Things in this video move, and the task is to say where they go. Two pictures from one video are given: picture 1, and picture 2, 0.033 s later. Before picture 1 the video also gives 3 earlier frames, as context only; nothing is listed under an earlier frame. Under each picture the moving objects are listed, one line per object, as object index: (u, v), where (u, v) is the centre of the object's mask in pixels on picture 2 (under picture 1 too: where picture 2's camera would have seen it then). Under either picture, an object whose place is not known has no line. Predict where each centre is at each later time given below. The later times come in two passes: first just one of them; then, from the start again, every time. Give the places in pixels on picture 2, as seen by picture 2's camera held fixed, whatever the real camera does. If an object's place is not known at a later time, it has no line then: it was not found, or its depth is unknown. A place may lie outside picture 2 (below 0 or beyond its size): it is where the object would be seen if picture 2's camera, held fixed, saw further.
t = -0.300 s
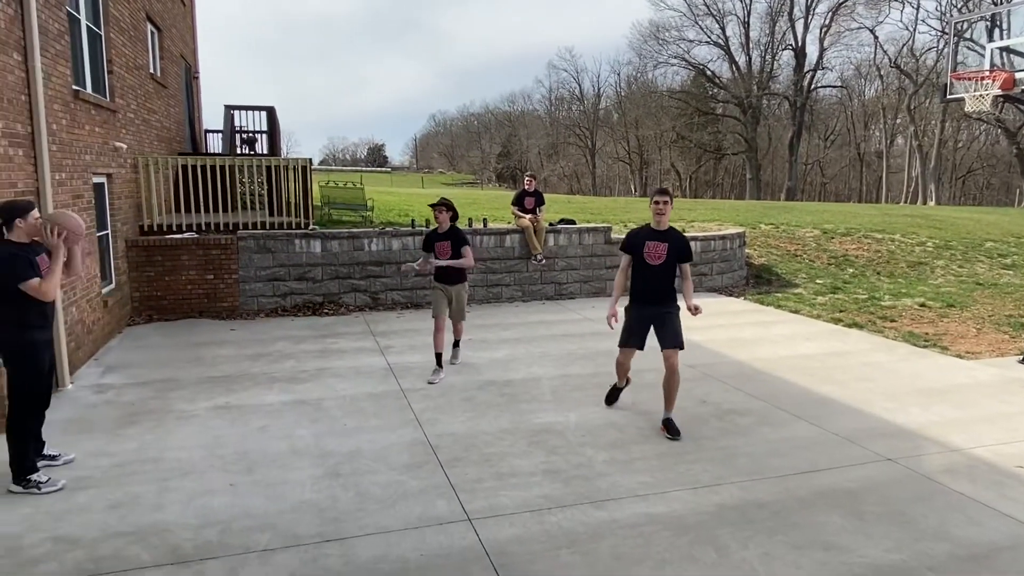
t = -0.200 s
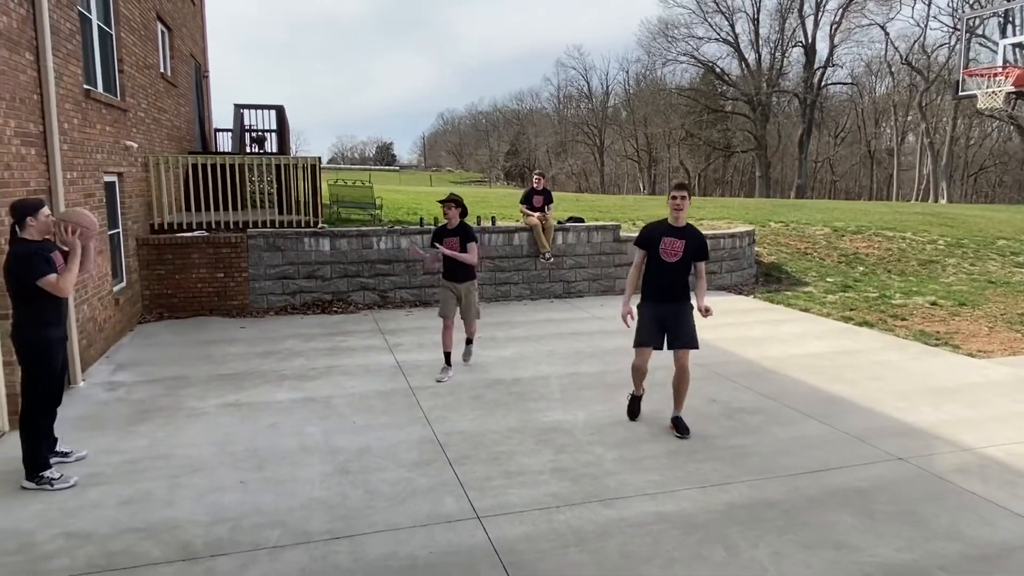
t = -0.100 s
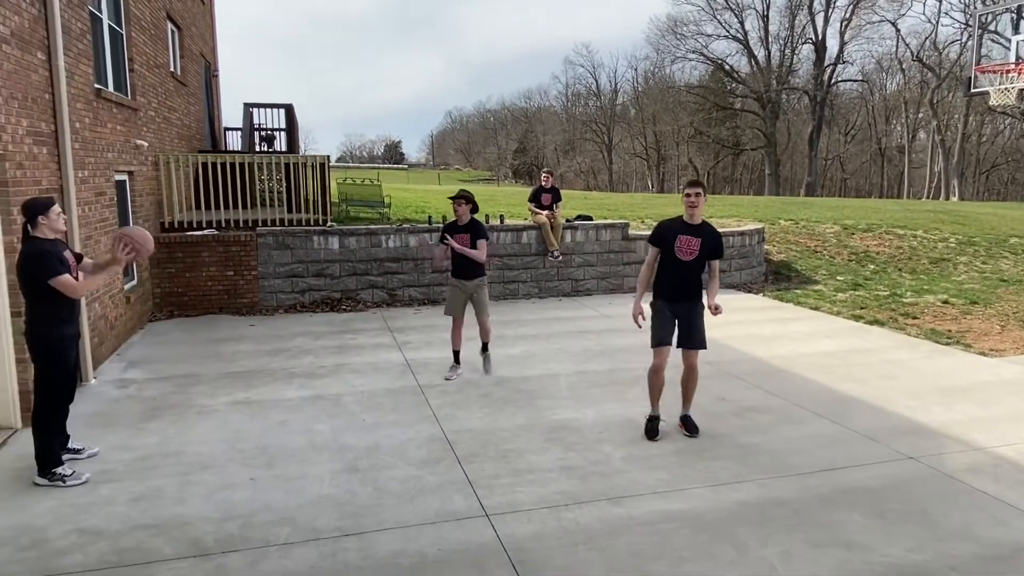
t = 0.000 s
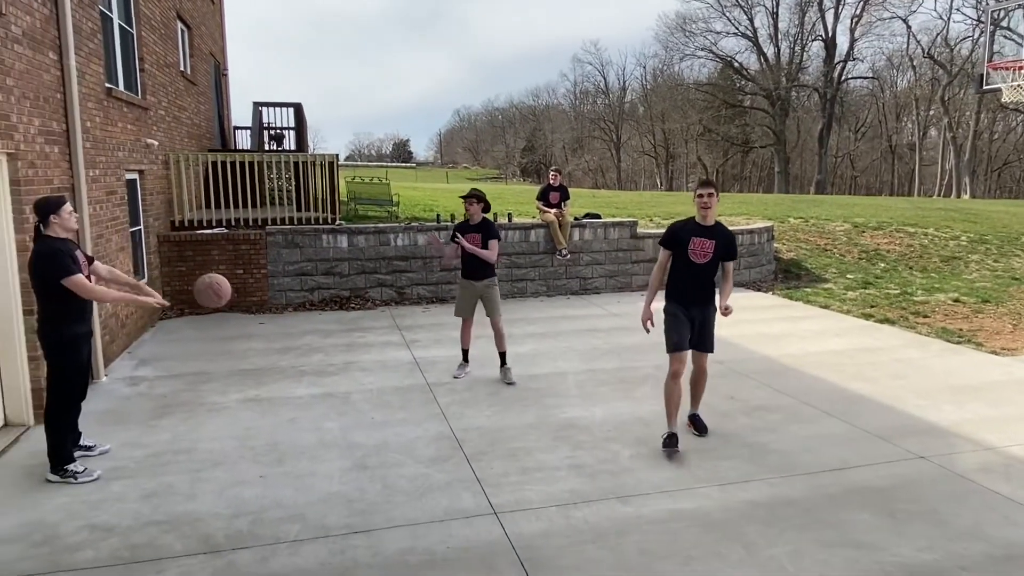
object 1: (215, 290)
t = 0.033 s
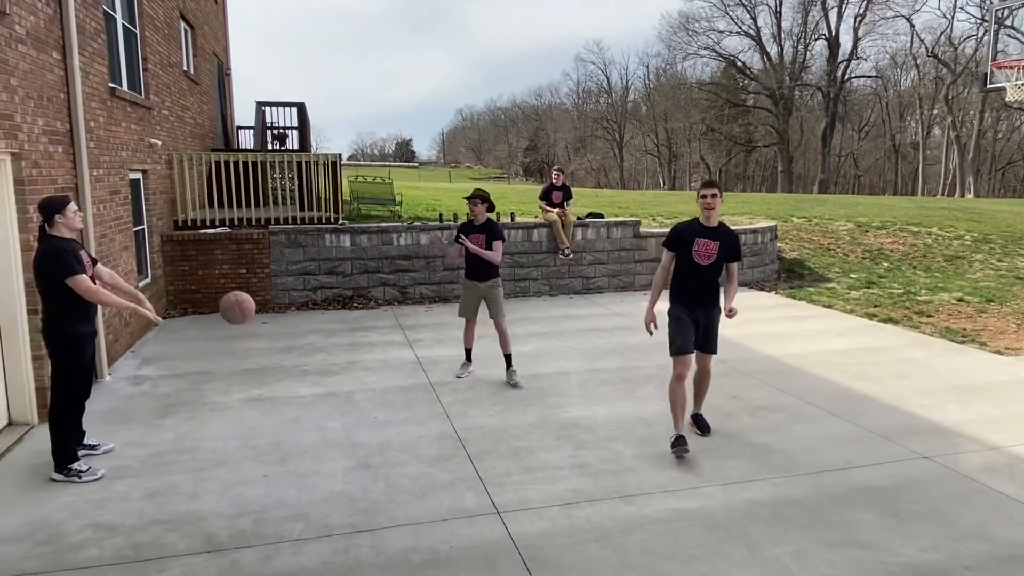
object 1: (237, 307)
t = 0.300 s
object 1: (362, 360)
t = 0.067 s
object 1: (257, 327)
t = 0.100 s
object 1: (277, 347)
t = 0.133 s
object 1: (296, 367)
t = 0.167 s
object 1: (315, 388)
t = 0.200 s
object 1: (332, 410)
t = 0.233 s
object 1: (343, 397)
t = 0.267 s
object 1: (352, 378)
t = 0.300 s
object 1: (362, 360)
